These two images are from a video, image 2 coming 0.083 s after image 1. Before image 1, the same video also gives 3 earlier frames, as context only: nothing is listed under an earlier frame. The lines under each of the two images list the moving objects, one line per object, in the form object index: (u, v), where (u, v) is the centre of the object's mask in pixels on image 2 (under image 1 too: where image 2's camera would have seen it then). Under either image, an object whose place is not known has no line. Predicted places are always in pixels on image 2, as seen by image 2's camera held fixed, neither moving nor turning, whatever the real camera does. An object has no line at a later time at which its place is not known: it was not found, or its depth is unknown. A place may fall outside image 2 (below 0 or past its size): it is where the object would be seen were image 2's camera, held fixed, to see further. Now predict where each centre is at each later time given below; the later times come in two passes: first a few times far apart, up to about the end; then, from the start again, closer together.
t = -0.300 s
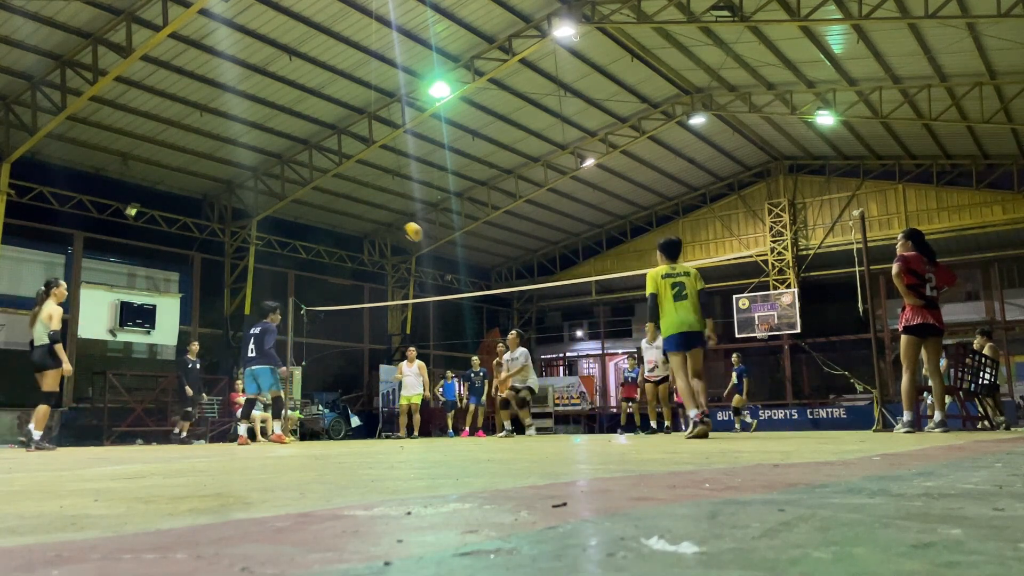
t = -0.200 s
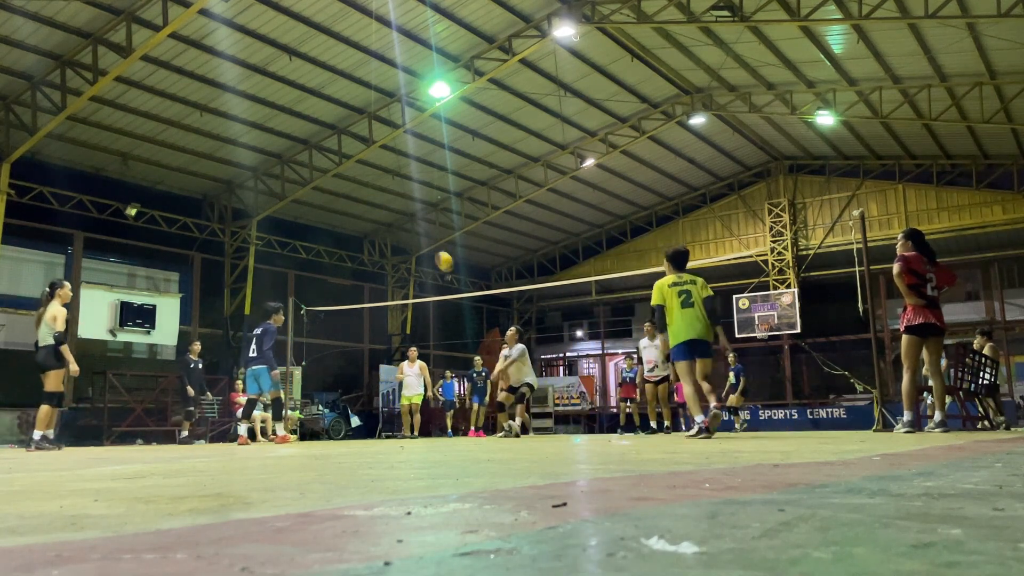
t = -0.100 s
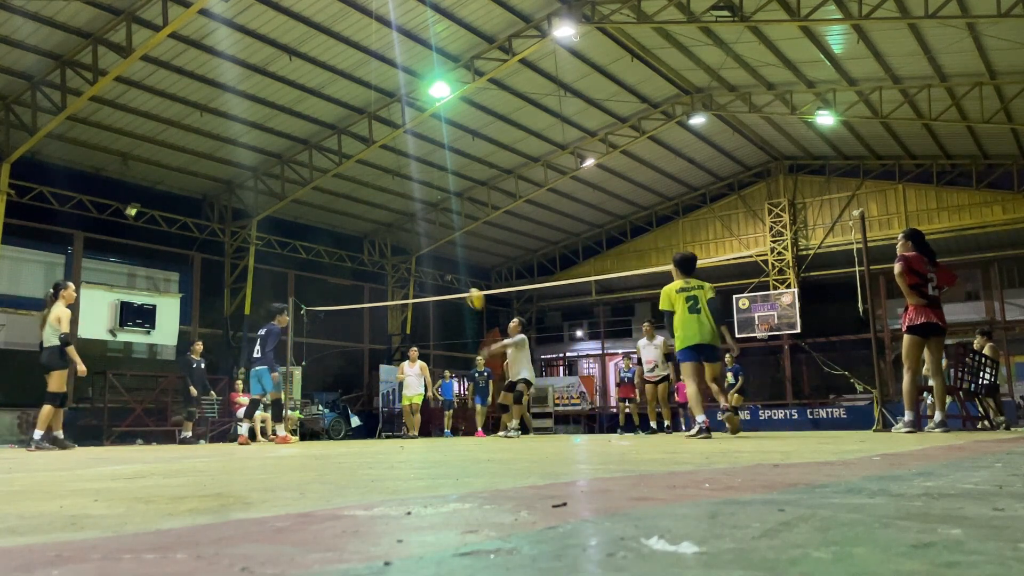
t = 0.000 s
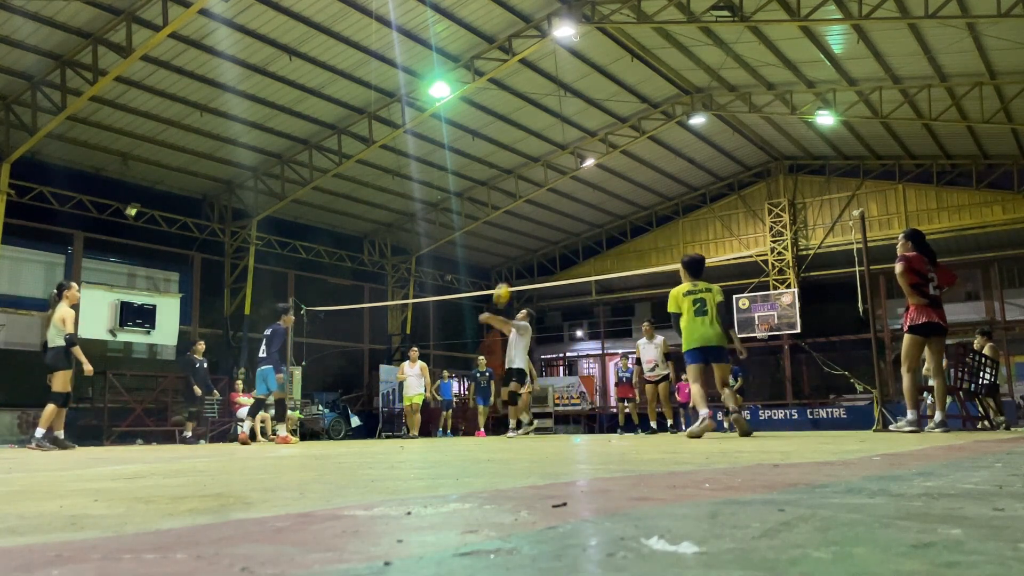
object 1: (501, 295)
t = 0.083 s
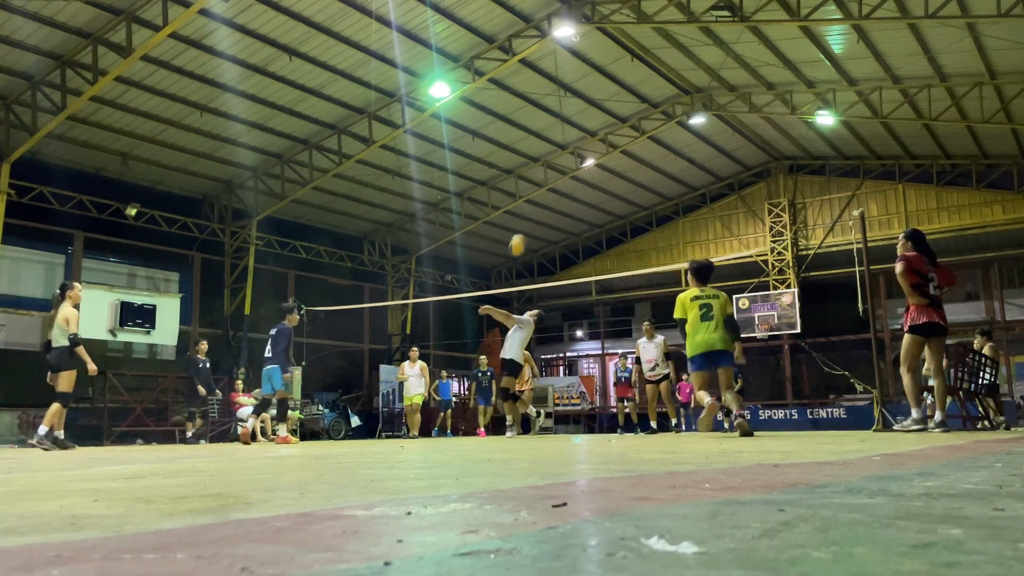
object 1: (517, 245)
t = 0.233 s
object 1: (546, 172)
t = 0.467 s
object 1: (590, 95)
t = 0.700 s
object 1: (635, 60)
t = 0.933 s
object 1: (682, 67)
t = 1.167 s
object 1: (730, 114)
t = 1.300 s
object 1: (758, 159)
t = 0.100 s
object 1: (521, 236)
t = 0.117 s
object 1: (524, 228)
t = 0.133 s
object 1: (527, 219)
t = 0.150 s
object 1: (530, 210)
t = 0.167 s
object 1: (533, 201)
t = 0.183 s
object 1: (536, 194)
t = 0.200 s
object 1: (539, 186)
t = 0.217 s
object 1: (542, 178)
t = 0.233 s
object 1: (546, 172)
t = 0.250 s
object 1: (549, 165)
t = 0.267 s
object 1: (552, 158)
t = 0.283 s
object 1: (555, 152)
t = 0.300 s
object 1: (558, 145)
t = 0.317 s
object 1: (561, 139)
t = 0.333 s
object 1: (564, 133)
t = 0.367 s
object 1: (570, 121)
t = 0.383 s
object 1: (573, 117)
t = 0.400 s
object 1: (577, 111)
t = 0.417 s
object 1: (581, 107)
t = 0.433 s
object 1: (584, 103)
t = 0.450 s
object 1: (587, 99)
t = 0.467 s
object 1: (590, 95)
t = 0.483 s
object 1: (593, 91)
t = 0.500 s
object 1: (597, 88)
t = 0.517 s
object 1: (600, 84)
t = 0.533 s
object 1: (602, 81)
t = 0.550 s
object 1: (606, 78)
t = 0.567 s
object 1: (609, 75)
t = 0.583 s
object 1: (613, 73)
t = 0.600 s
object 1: (615, 71)
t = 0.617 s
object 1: (618, 68)
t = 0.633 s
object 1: (622, 65)
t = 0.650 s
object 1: (626, 64)
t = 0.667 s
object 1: (629, 63)
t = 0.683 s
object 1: (632, 62)
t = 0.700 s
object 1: (635, 60)
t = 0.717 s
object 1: (638, 59)
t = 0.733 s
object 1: (641, 59)
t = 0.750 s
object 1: (644, 59)
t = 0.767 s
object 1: (647, 59)
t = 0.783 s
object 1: (651, 59)
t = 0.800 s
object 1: (655, 59)
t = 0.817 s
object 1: (658, 59)
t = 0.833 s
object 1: (661, 60)
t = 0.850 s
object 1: (664, 60)
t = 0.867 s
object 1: (667, 61)
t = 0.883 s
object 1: (670, 62)
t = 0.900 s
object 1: (674, 64)
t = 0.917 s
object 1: (678, 65)
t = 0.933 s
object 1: (682, 67)
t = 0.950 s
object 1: (685, 69)
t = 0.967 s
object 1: (687, 70)
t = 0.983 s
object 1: (690, 74)
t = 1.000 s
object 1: (693, 77)
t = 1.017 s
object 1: (699, 79)
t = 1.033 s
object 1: (701, 82)
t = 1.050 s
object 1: (705, 85)
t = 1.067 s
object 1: (707, 89)
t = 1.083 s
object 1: (711, 92)
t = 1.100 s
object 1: (714, 96)
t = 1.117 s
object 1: (717, 101)
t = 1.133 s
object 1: (720, 103)
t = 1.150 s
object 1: (725, 109)
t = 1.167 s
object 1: (730, 114)
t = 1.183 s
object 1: (732, 118)
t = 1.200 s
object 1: (735, 123)
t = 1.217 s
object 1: (737, 128)
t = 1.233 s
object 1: (741, 135)
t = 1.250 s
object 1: (744, 140)
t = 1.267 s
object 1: (749, 146)
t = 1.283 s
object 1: (753, 152)
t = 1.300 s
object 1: (758, 159)
